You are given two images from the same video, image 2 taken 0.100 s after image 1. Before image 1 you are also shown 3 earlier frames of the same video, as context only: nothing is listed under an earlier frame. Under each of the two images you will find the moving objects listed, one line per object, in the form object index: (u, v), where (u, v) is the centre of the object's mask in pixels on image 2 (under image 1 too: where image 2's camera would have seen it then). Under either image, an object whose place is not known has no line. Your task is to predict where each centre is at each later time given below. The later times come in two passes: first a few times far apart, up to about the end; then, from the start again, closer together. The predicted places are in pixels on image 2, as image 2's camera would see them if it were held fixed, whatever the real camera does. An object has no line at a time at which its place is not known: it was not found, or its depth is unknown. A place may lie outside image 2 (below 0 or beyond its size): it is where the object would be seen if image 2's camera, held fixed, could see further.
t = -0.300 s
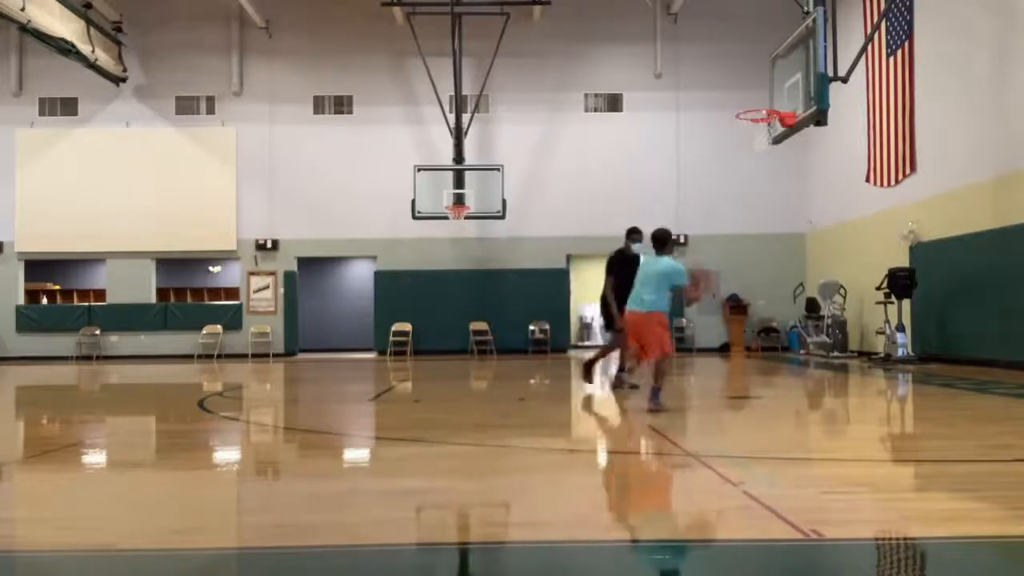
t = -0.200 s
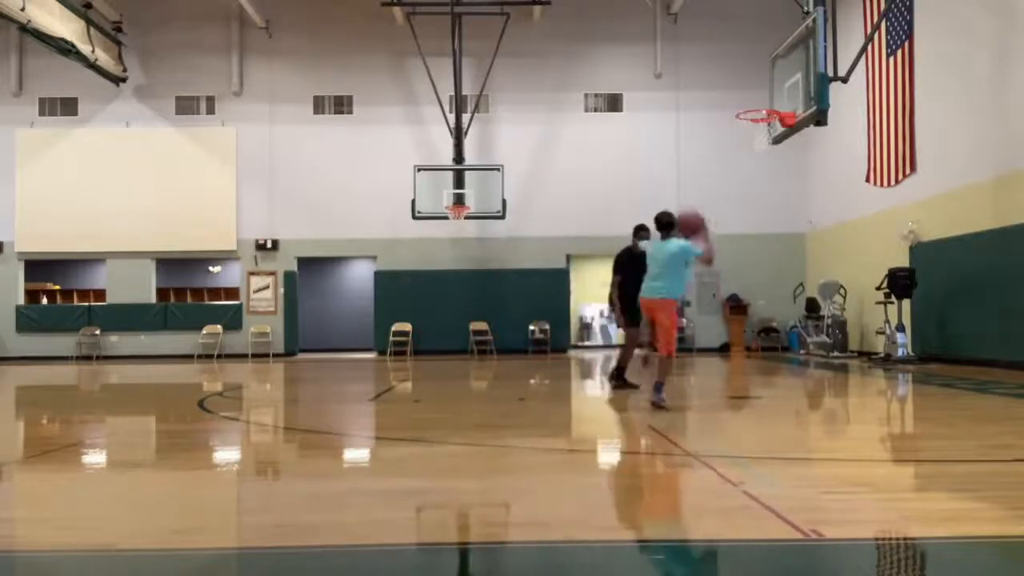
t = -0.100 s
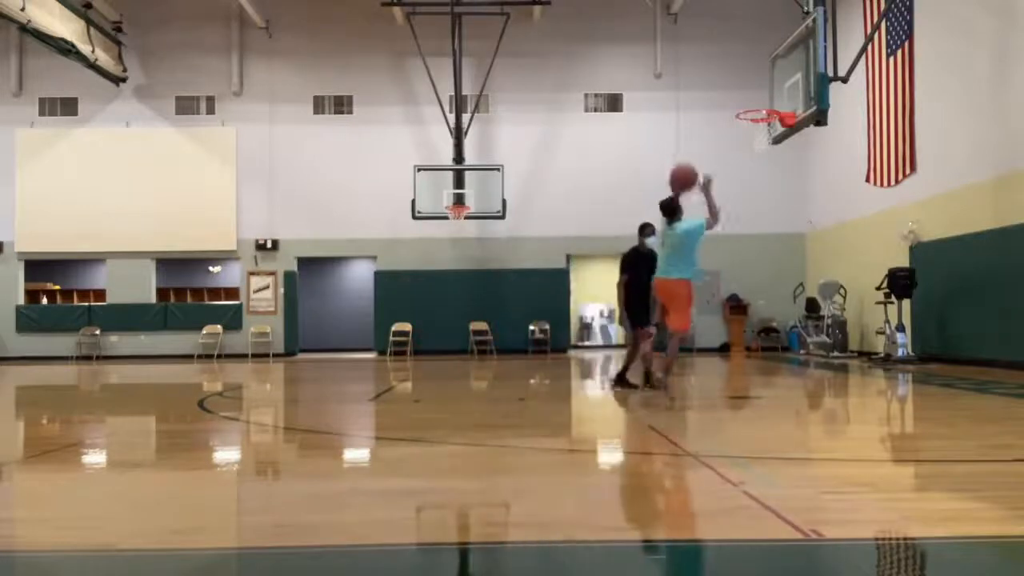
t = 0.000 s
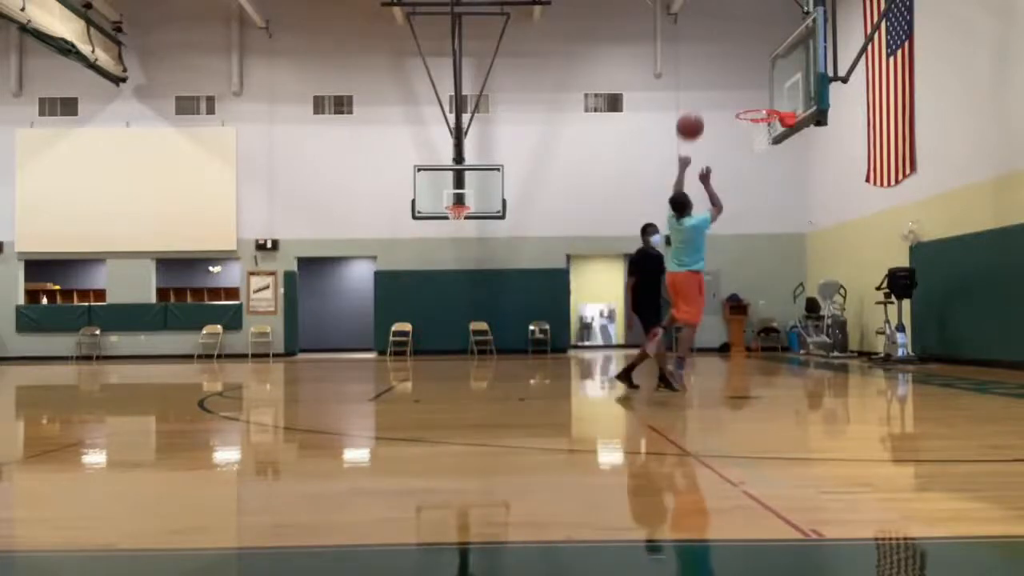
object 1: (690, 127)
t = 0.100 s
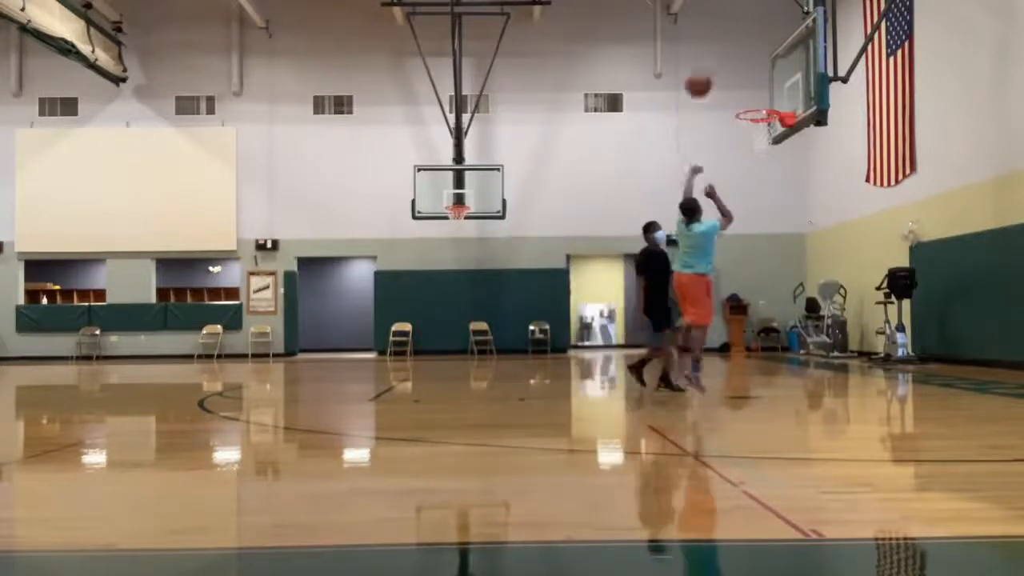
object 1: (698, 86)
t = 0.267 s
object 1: (711, 42)
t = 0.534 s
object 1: (731, 37)
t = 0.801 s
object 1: (749, 92)
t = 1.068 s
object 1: (779, 95)
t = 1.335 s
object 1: (819, 129)
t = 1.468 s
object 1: (842, 175)
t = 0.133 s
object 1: (701, 75)
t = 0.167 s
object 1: (704, 65)
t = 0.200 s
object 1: (706, 58)
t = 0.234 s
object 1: (710, 48)
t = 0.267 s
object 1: (711, 42)
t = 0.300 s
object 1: (716, 38)
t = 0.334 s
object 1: (717, 35)
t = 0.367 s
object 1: (720, 32)
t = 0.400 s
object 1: (722, 32)
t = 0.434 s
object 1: (724, 32)
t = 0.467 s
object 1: (727, 33)
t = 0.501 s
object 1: (729, 34)
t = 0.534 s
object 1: (731, 37)
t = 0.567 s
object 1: (734, 41)
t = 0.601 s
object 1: (736, 46)
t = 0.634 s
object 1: (738, 51)
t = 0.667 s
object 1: (741, 59)
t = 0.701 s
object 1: (743, 66)
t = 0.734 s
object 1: (745, 74)
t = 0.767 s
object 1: (747, 82)
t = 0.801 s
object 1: (749, 92)
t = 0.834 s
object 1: (751, 103)
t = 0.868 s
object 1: (753, 112)
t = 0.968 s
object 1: (766, 99)
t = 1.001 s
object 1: (770, 97)
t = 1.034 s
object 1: (775, 96)
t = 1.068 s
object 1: (779, 95)
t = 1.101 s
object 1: (784, 96)
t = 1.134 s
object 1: (788, 97)
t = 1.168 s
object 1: (794, 99)
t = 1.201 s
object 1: (797, 101)
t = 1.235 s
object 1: (804, 109)
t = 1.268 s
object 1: (808, 114)
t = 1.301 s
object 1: (814, 121)
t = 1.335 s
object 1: (819, 129)
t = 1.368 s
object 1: (825, 139)
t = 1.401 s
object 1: (830, 150)
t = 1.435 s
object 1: (836, 162)
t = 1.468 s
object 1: (842, 175)
